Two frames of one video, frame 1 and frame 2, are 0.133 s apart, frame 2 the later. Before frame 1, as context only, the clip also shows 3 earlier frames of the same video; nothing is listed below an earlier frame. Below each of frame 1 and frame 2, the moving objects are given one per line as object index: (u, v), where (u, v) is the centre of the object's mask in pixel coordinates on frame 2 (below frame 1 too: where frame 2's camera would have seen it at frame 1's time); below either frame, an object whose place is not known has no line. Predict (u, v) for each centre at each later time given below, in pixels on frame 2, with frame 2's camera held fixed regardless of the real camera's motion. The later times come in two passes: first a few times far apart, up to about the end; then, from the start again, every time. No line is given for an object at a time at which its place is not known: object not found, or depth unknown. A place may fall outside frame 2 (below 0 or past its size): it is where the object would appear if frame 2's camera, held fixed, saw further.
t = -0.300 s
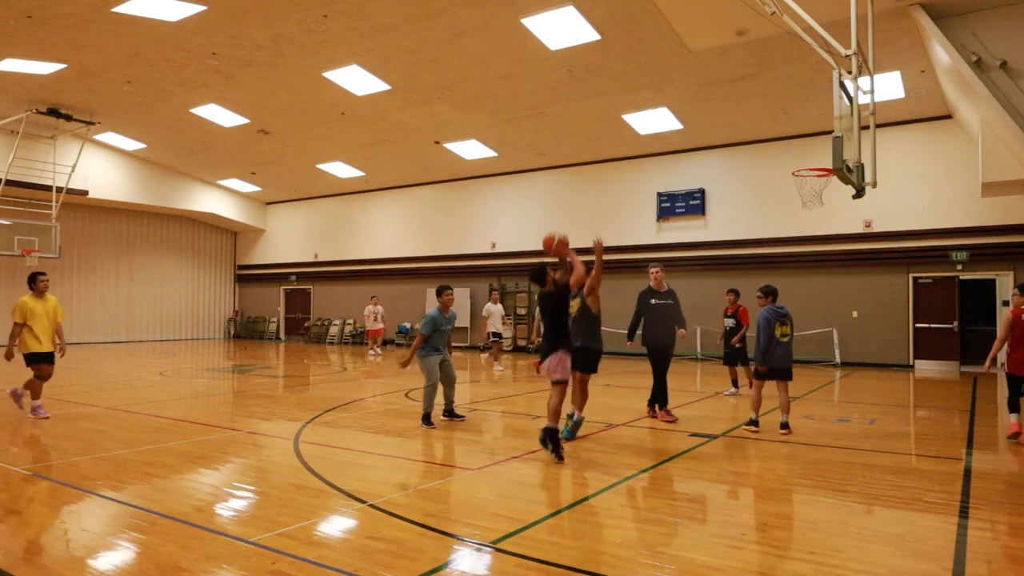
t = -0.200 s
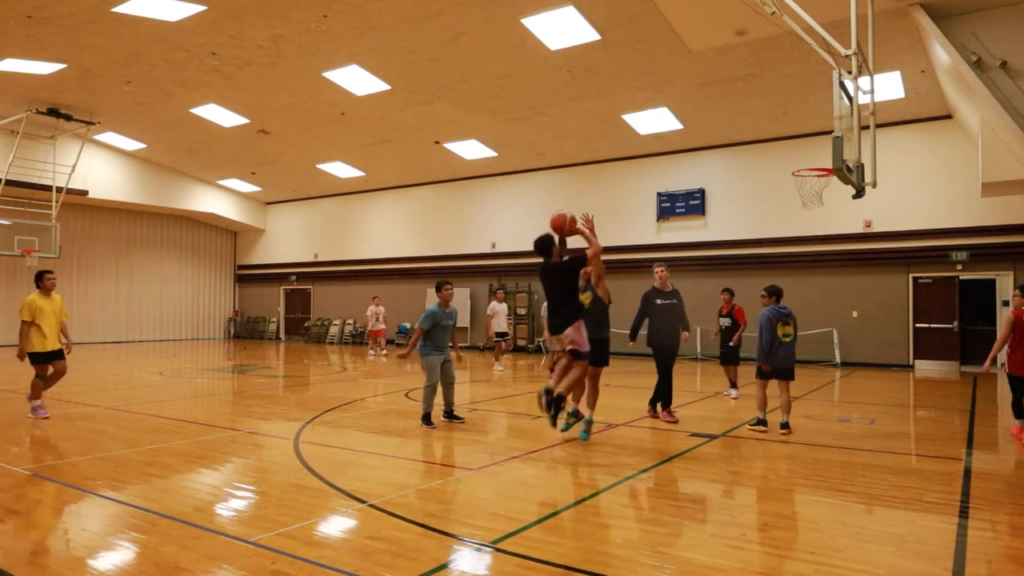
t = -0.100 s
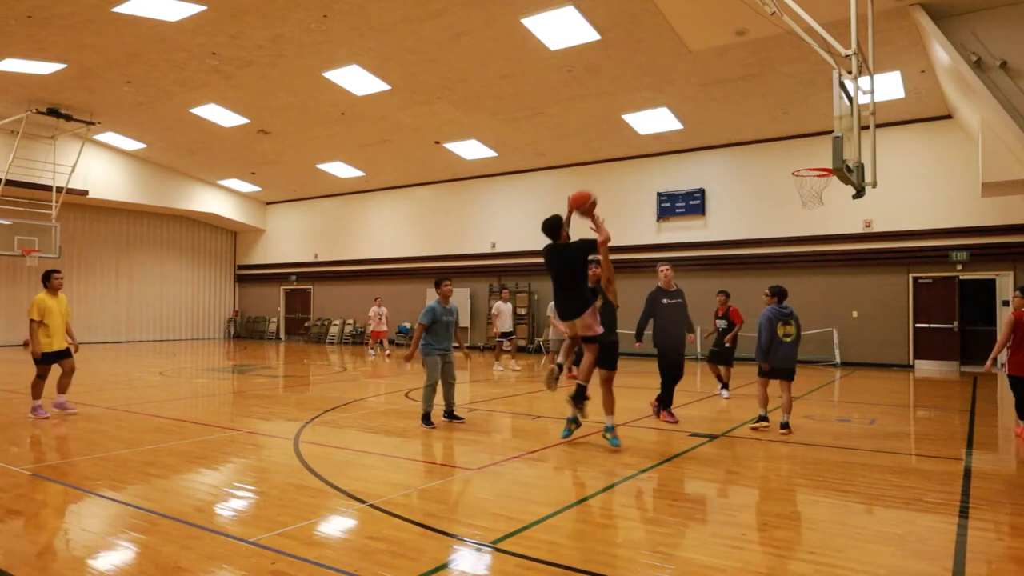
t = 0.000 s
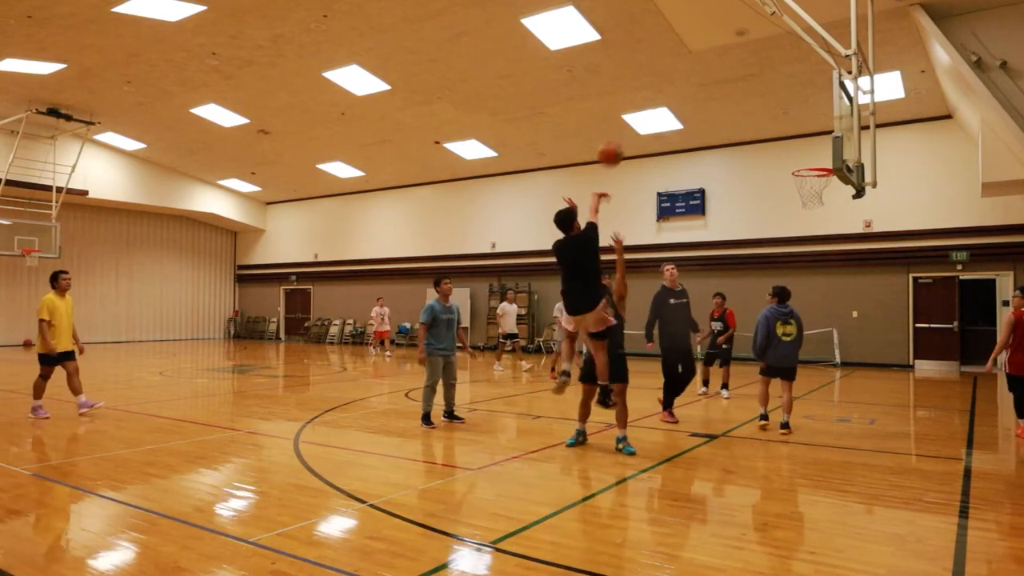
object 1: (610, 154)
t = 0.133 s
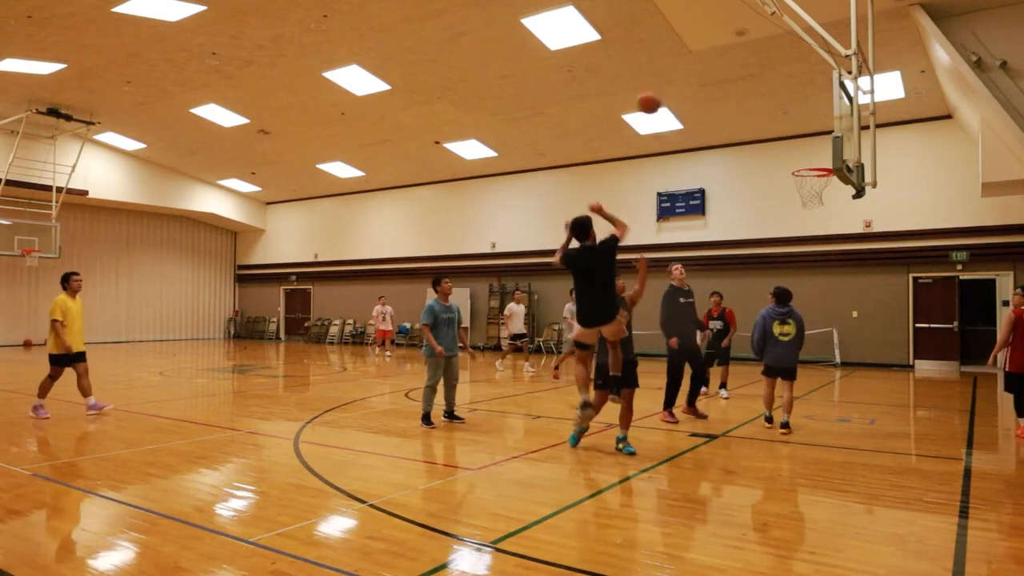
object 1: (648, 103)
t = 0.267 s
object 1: (683, 76)
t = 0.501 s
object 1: (734, 70)
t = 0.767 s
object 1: (783, 118)
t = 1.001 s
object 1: (823, 174)
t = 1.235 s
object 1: (790, 186)
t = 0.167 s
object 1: (657, 95)
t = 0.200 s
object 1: (666, 87)
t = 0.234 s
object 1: (675, 80)
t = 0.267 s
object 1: (683, 76)
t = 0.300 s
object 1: (692, 72)
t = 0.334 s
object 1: (699, 68)
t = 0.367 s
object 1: (707, 66)
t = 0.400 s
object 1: (715, 66)
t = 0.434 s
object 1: (721, 66)
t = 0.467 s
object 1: (728, 68)
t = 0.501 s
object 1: (734, 70)
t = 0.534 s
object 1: (741, 73)
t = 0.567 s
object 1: (747, 78)
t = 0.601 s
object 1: (753, 83)
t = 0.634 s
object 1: (760, 88)
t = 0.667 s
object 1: (766, 94)
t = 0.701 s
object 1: (772, 102)
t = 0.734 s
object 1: (777, 110)
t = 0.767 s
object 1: (783, 118)
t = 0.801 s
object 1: (789, 128)
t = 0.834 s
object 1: (794, 138)
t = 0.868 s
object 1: (799, 148)
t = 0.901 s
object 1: (804, 160)
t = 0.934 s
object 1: (809, 171)
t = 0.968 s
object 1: (816, 172)
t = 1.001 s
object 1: (823, 174)
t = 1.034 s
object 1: (816, 176)
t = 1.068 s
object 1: (808, 180)
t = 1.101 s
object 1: (800, 183)
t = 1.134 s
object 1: (796, 185)
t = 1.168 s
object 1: (792, 186)
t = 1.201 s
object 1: (790, 186)
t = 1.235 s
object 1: (790, 186)
